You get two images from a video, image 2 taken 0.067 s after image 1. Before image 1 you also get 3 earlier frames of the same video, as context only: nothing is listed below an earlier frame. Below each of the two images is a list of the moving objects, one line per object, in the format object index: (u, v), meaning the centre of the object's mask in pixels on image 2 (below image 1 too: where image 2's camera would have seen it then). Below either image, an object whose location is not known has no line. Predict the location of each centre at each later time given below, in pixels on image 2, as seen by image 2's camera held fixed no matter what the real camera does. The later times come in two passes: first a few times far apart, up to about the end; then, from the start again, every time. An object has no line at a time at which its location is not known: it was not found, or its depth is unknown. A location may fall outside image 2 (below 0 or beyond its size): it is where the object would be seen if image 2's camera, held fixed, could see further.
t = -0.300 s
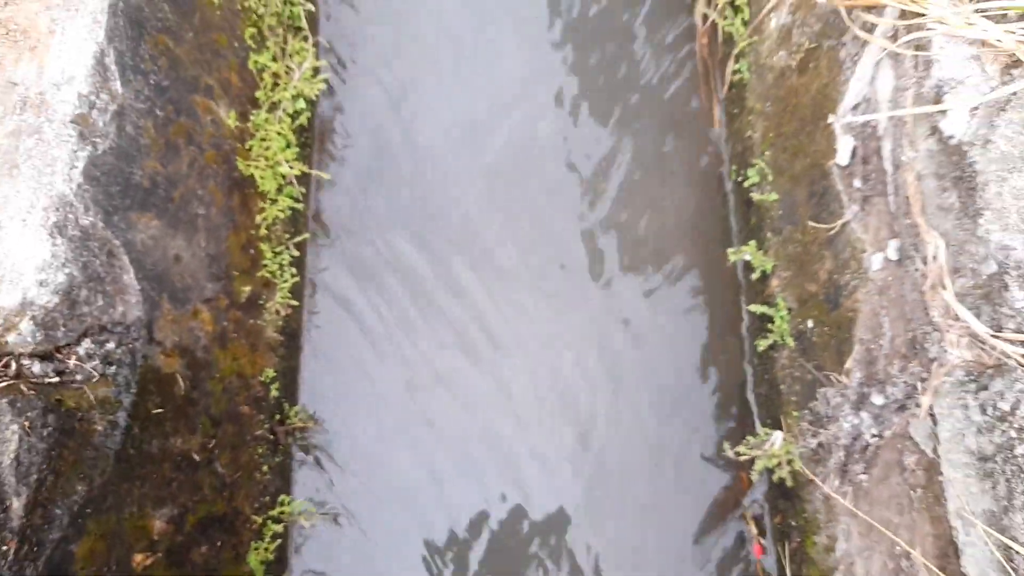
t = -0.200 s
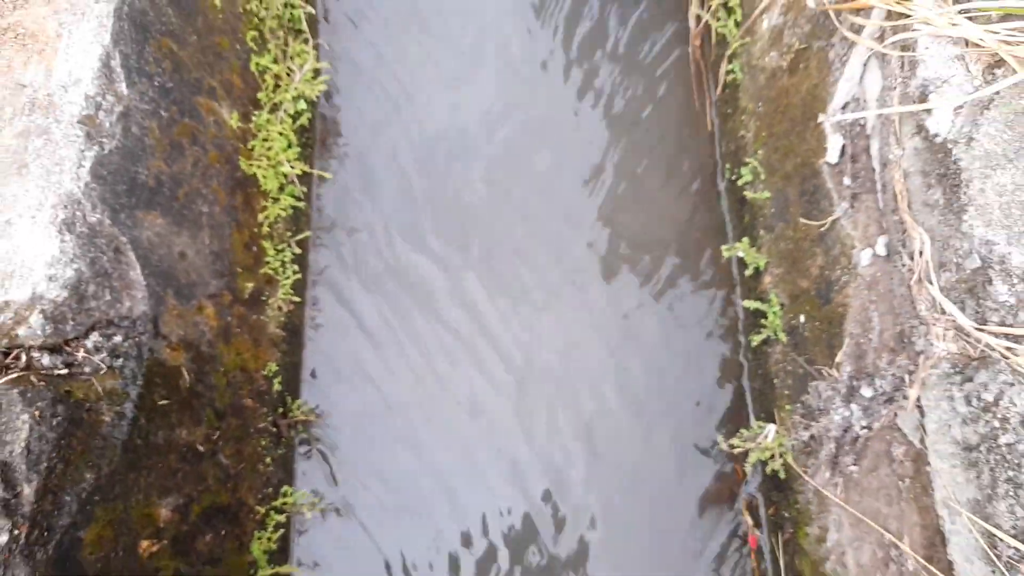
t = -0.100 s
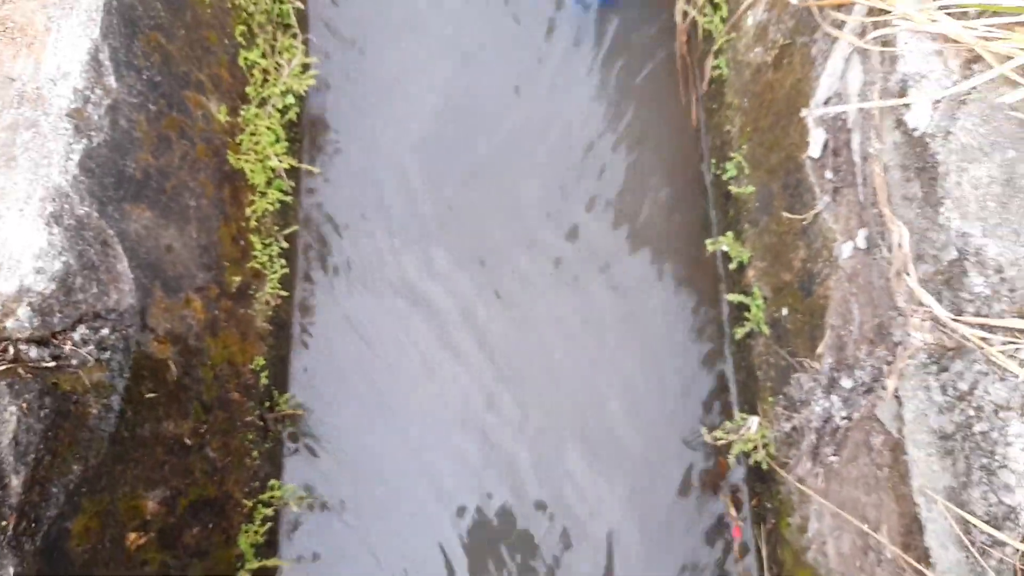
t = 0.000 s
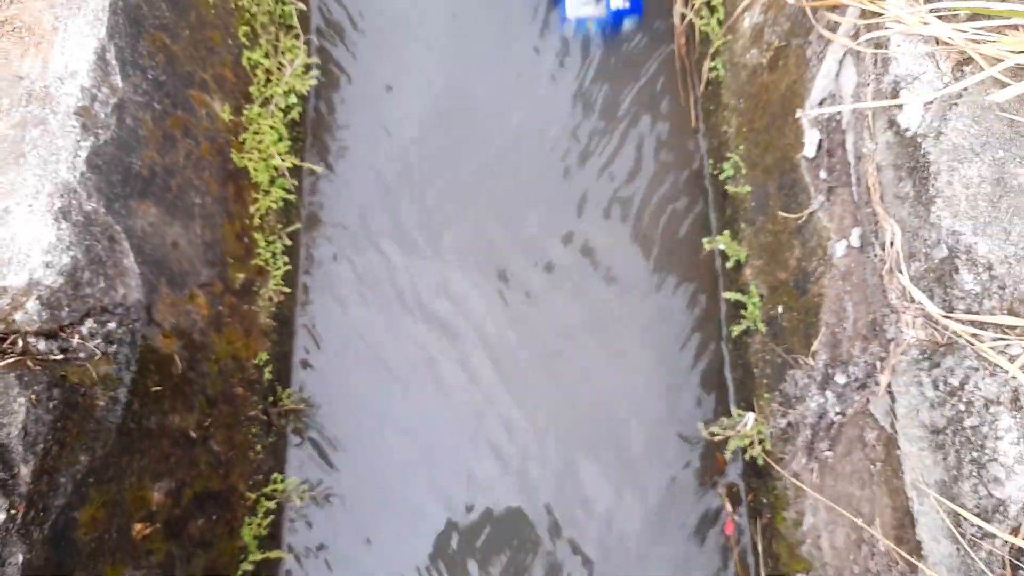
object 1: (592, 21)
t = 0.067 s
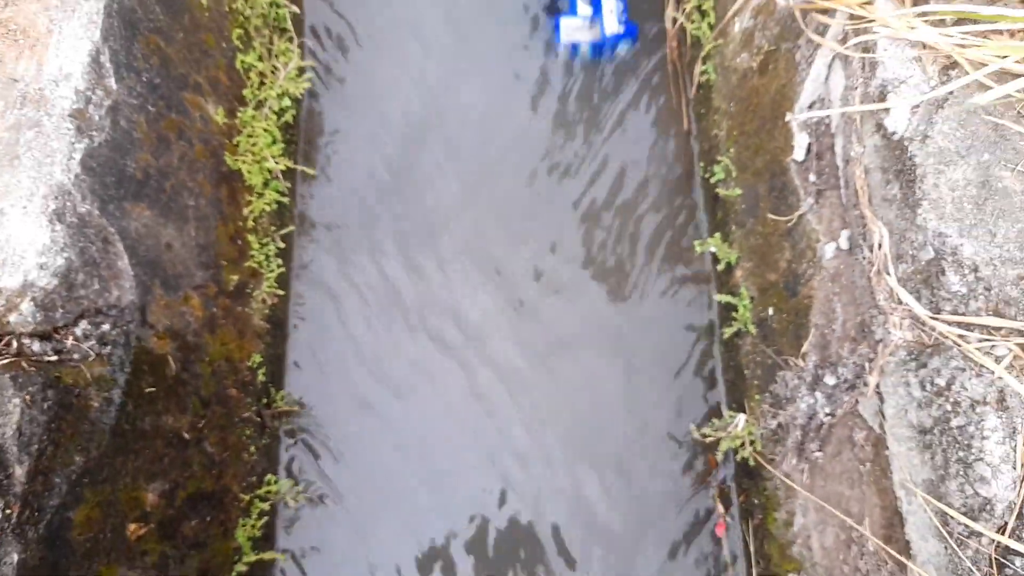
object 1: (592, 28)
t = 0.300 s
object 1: (598, 62)
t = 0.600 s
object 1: (602, 120)
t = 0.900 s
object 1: (613, 225)
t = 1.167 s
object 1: (618, 322)
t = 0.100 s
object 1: (592, 33)
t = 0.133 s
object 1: (593, 38)
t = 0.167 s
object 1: (593, 42)
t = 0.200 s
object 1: (593, 45)
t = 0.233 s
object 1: (594, 51)
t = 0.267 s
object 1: (596, 56)
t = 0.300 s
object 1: (598, 62)
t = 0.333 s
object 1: (598, 68)
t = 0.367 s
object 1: (598, 74)
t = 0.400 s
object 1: (599, 79)
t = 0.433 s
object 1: (599, 86)
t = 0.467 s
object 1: (600, 93)
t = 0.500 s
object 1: (601, 100)
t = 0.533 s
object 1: (601, 106)
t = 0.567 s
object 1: (602, 112)
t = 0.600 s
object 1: (602, 120)
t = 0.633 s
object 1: (604, 129)
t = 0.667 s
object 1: (604, 139)
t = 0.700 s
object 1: (605, 153)
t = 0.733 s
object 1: (606, 166)
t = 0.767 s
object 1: (607, 175)
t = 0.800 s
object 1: (609, 188)
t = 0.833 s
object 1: (610, 201)
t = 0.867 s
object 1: (611, 213)
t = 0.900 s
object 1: (613, 225)
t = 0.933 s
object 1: (613, 237)
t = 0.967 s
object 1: (614, 249)
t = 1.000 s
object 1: (615, 261)
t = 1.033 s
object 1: (616, 272)
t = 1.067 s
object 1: (617, 285)
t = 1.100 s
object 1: (618, 298)
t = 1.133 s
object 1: (618, 310)
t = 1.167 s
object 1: (618, 322)
